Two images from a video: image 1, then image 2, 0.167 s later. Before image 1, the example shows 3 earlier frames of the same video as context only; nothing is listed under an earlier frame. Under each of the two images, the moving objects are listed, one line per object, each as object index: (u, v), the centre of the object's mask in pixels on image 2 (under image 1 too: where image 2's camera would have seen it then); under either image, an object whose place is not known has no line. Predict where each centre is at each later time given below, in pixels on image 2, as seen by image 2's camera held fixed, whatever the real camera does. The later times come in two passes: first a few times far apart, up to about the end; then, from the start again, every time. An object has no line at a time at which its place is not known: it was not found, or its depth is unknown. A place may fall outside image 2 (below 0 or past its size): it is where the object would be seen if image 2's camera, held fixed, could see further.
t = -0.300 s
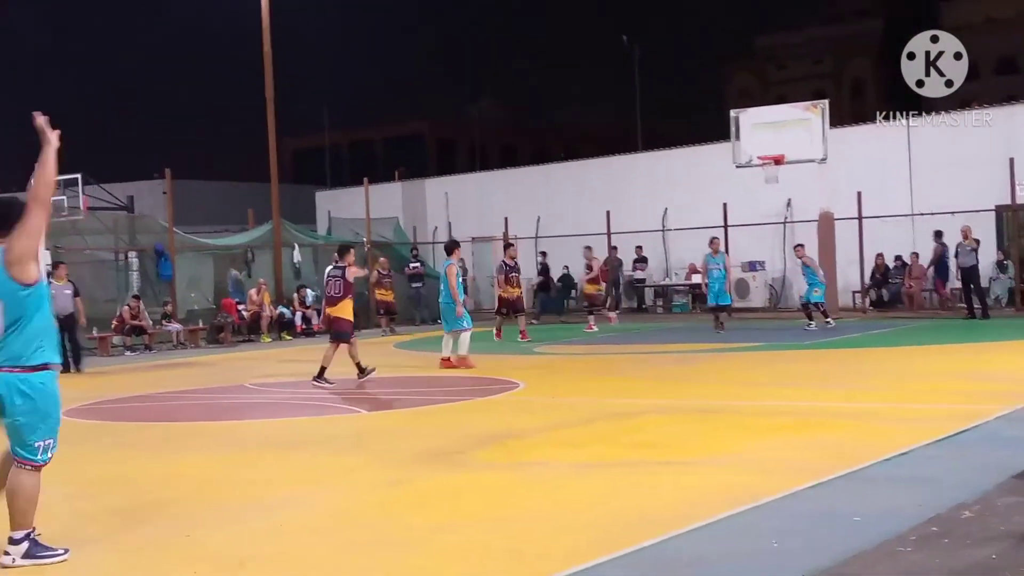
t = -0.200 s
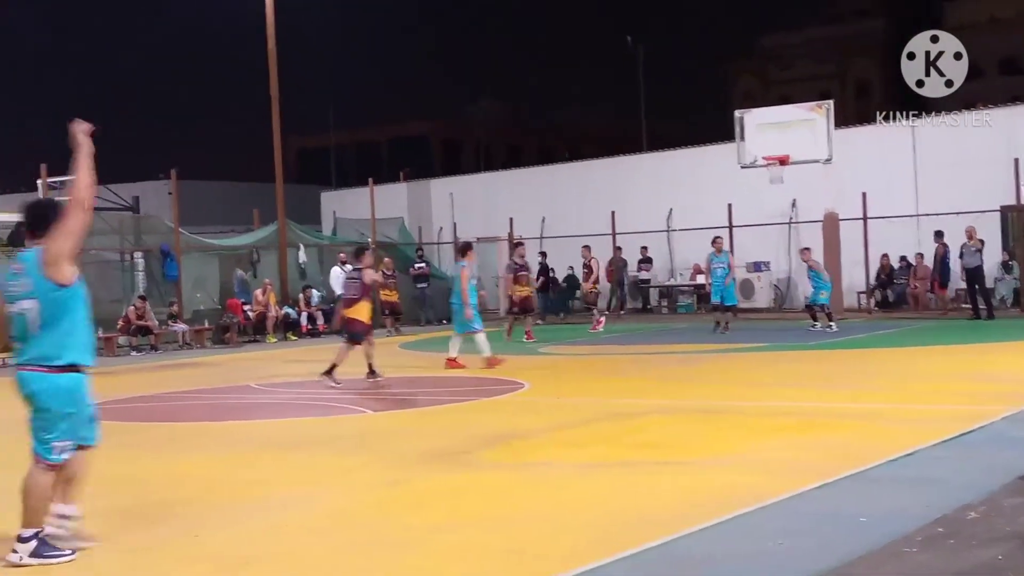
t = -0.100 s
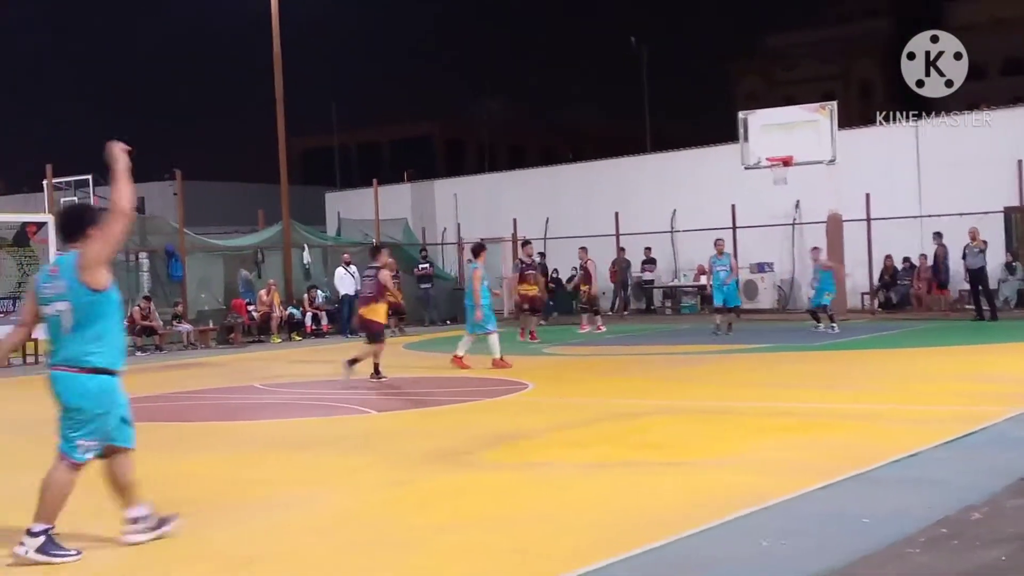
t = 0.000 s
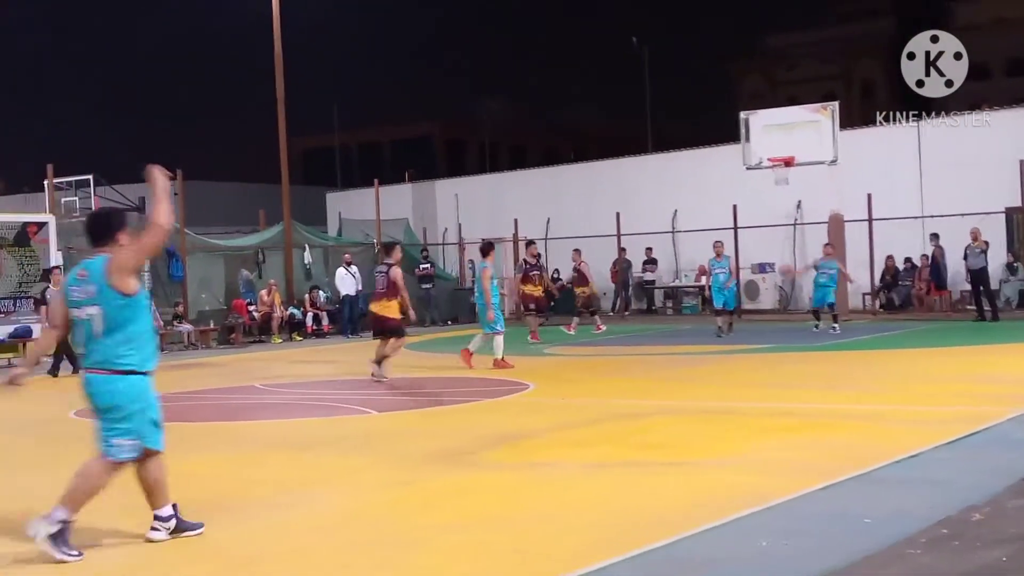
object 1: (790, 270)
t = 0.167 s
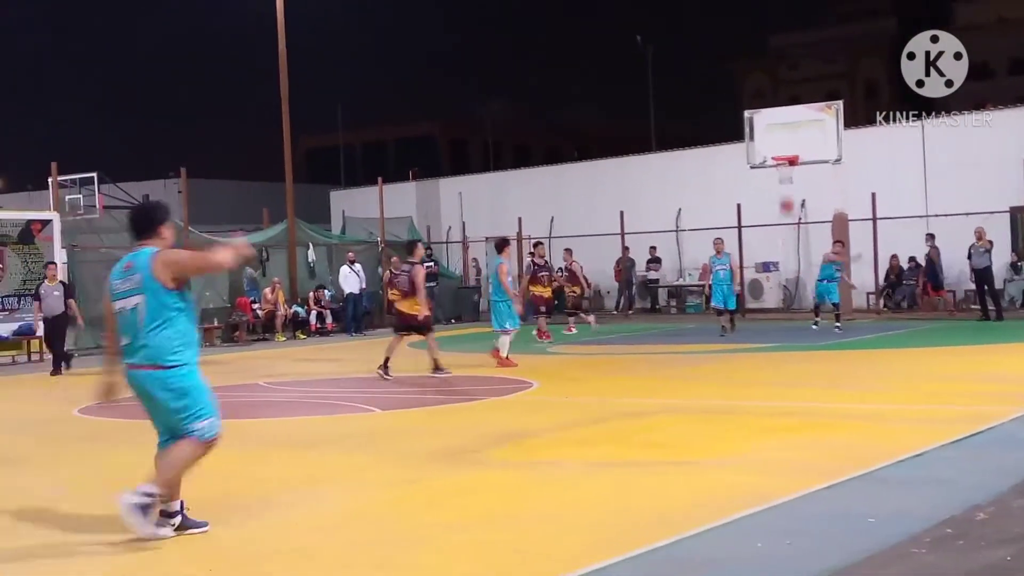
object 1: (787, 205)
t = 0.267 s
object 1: (785, 169)
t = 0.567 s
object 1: (762, 82)
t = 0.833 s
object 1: (716, 54)
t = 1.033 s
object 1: (656, 85)
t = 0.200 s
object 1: (786, 194)
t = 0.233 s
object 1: (786, 180)
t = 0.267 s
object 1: (785, 169)
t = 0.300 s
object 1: (783, 157)
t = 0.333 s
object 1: (781, 146)
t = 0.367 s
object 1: (779, 135)
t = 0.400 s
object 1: (778, 126)
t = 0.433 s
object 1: (774, 114)
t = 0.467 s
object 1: (771, 104)
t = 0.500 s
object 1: (769, 97)
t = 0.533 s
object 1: (766, 90)
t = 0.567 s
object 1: (762, 82)
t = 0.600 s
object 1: (758, 76)
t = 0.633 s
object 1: (753, 70)
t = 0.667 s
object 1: (748, 65)
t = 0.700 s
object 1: (743, 60)
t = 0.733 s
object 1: (737, 57)
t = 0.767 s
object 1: (730, 55)
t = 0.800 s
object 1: (723, 54)
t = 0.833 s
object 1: (716, 54)
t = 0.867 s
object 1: (708, 55)
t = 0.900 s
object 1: (699, 58)
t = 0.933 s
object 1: (689, 62)
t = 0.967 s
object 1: (679, 68)
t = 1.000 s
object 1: (668, 76)
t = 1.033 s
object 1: (656, 85)
